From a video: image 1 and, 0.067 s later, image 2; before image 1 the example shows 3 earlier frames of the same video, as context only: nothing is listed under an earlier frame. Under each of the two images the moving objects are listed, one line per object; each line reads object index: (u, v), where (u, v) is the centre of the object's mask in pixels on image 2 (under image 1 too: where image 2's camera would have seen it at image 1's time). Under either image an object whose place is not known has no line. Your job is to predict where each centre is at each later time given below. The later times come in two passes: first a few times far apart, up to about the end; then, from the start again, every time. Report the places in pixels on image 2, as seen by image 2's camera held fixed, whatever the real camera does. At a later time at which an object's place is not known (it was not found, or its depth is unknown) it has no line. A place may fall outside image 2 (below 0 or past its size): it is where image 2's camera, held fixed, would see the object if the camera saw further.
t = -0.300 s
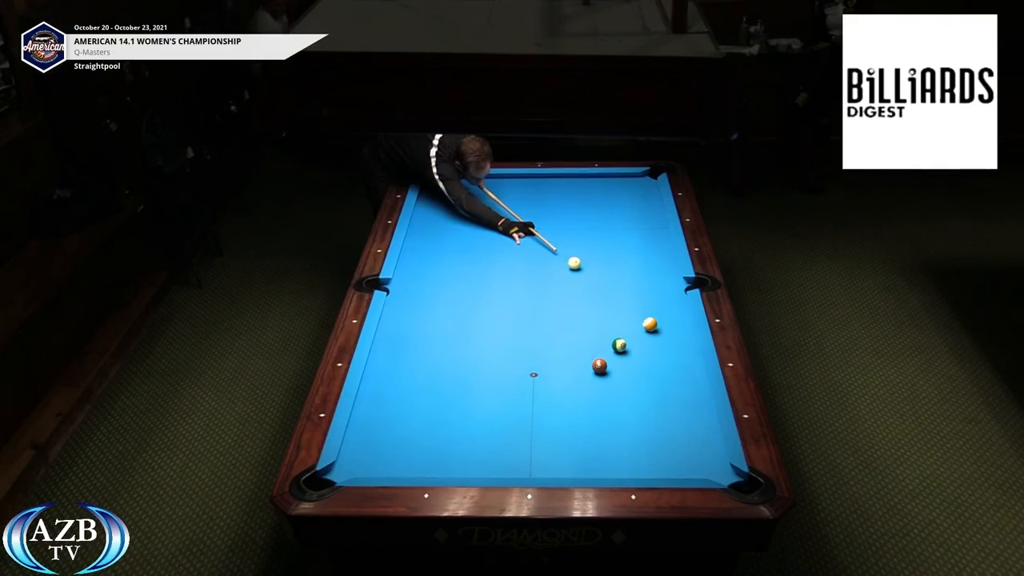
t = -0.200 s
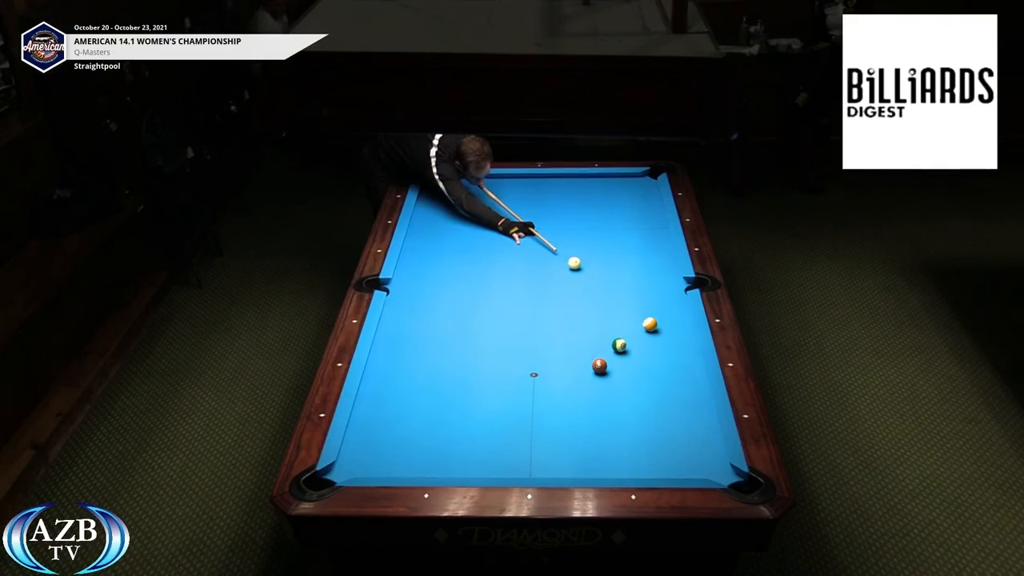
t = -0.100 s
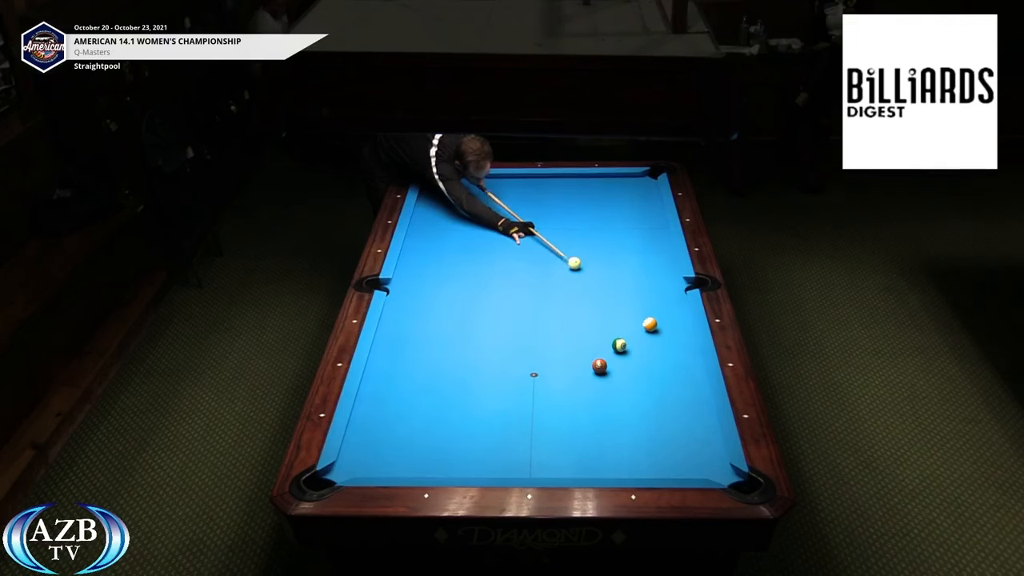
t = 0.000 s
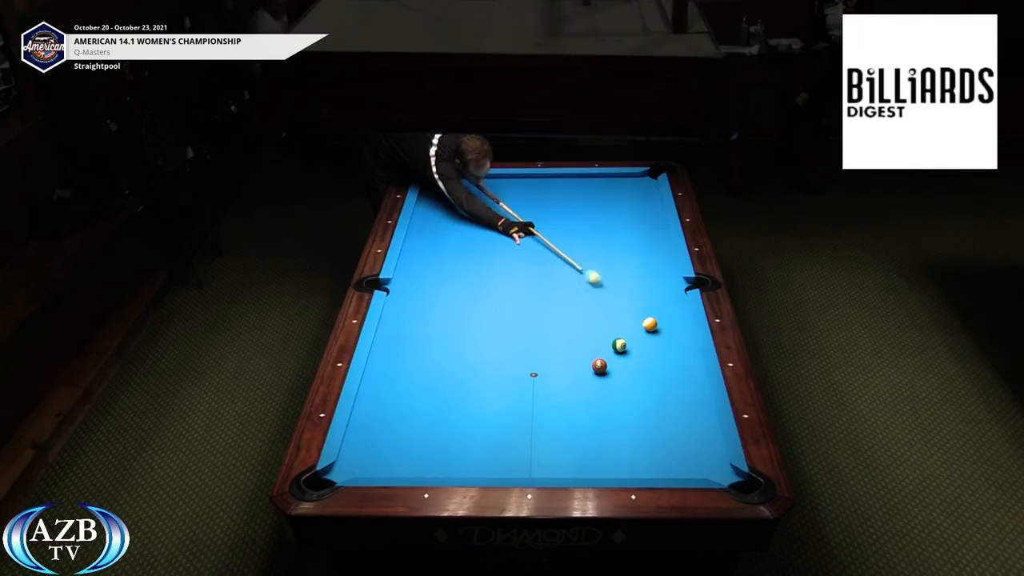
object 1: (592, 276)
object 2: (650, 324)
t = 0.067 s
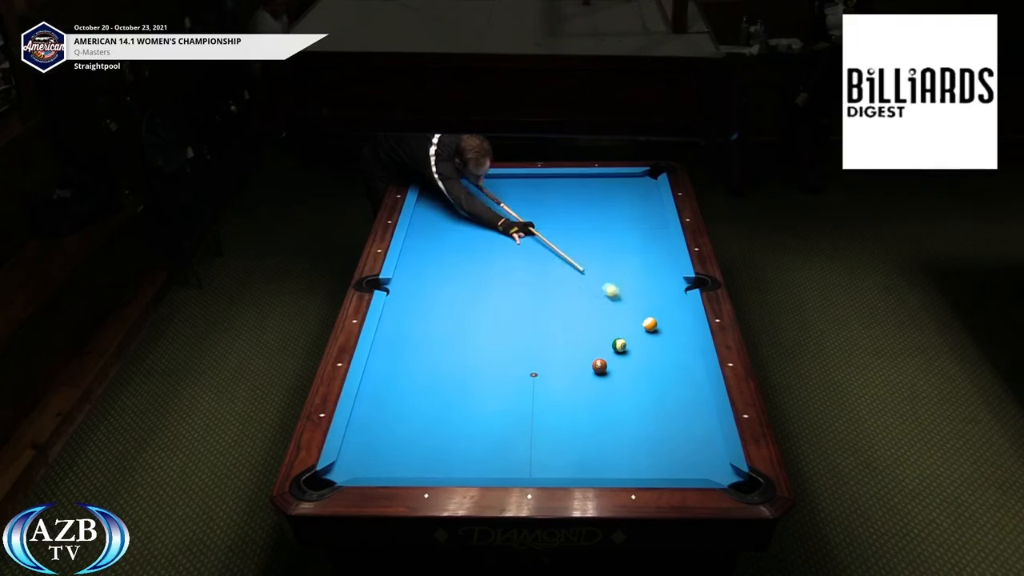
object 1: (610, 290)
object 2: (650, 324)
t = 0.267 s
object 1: (655, 316)
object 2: (657, 337)
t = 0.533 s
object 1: (682, 315)
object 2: (681, 384)
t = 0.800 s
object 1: (671, 310)
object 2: (706, 433)
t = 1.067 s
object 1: (658, 306)
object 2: (725, 477)
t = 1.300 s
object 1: (649, 303)
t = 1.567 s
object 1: (638, 300)
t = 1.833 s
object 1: (629, 298)
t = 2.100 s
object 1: (621, 295)
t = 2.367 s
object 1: (615, 293)
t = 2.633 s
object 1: (609, 292)
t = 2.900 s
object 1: (605, 291)
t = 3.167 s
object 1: (602, 290)
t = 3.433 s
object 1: (600, 290)
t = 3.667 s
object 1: (599, 290)
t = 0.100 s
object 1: (620, 297)
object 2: (650, 324)
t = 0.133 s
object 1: (629, 304)
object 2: (650, 324)
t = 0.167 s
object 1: (637, 310)
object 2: (650, 324)
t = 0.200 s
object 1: (645, 314)
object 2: (650, 325)
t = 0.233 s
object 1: (651, 317)
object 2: (653, 331)
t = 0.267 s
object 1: (655, 316)
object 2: (657, 337)
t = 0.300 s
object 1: (659, 316)
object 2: (660, 343)
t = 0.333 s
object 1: (662, 316)
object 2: (663, 349)
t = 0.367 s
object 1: (665, 316)
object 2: (666, 355)
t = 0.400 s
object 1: (668, 315)
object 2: (669, 361)
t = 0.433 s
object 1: (672, 315)
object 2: (672, 367)
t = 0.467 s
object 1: (675, 315)
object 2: (675, 373)
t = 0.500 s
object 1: (678, 315)
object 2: (678, 378)
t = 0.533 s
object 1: (682, 315)
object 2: (681, 384)
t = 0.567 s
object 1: (684, 314)
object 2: (684, 389)
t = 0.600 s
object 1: (682, 314)
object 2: (687, 395)
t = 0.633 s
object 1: (680, 313)
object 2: (690, 401)
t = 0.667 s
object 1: (679, 313)
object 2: (693, 407)
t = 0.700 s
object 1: (677, 312)
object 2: (696, 414)
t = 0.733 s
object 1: (675, 311)
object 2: (700, 420)
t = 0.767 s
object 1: (673, 311)
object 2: (703, 427)
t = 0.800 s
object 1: (671, 310)
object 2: (706, 433)
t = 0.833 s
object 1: (670, 310)
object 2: (710, 439)
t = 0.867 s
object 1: (668, 309)
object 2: (713, 446)
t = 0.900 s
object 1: (666, 309)
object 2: (717, 453)
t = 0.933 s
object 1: (665, 308)
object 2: (718, 460)
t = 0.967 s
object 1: (663, 308)
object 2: (719, 466)
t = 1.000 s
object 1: (662, 307)
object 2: (719, 472)
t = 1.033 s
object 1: (660, 307)
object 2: (721, 477)
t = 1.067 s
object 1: (658, 306)
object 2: (725, 477)
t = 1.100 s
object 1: (657, 306)
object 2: (728, 477)
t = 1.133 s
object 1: (656, 305)
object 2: (733, 478)
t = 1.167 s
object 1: (654, 305)
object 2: (738, 479)
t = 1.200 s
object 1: (652, 304)
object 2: (741, 484)
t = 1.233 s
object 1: (651, 304)
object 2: (743, 489)
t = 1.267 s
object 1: (650, 304)
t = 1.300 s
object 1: (649, 303)
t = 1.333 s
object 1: (647, 303)
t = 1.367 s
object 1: (646, 303)
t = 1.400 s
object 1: (644, 302)
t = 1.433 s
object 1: (643, 302)
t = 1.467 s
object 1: (642, 301)
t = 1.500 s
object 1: (640, 301)
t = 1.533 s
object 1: (639, 301)
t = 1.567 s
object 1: (638, 300)
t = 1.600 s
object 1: (637, 300)
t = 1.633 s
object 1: (636, 300)
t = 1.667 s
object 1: (634, 299)
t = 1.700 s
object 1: (633, 299)
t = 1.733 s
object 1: (632, 299)
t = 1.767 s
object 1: (631, 298)
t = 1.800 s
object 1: (630, 298)
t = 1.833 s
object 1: (629, 298)
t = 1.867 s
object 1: (628, 297)
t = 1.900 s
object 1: (627, 297)
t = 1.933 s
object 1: (626, 296)
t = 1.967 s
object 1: (625, 296)
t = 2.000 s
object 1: (624, 296)
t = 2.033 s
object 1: (623, 296)
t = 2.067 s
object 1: (622, 295)
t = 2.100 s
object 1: (621, 295)
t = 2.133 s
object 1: (621, 295)
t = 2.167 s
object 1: (620, 295)
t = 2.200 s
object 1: (619, 294)
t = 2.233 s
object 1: (618, 294)
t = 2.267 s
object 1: (617, 294)
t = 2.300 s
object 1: (617, 294)
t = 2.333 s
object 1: (616, 293)
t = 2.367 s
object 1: (615, 293)
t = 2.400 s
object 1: (614, 293)
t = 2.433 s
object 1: (614, 293)
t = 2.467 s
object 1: (613, 293)
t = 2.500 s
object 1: (612, 292)
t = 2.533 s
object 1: (611, 292)
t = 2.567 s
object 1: (611, 292)
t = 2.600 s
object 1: (610, 292)
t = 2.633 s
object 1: (609, 292)
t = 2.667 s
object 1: (609, 291)
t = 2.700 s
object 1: (608, 291)
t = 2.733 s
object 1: (608, 291)
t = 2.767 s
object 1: (607, 291)
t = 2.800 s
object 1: (607, 291)
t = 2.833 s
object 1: (606, 291)
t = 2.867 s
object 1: (606, 291)
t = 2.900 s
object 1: (605, 291)
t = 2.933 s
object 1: (605, 290)
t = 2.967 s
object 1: (604, 290)
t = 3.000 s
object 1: (604, 290)
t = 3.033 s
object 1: (604, 290)
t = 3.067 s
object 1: (603, 290)
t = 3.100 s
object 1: (603, 290)
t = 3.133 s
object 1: (603, 290)
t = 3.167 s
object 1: (602, 290)
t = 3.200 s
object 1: (602, 290)
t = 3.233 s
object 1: (602, 290)
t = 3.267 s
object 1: (601, 290)
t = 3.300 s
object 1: (601, 290)
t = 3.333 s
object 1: (601, 290)
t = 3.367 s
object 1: (601, 290)
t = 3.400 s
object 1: (600, 290)
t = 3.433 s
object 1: (600, 290)
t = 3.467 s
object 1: (600, 290)
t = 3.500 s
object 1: (600, 290)
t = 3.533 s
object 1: (600, 290)
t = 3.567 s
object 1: (600, 290)
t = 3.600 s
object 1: (600, 290)
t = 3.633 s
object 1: (599, 290)
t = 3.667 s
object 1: (599, 290)
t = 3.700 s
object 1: (599, 290)
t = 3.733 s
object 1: (599, 290)
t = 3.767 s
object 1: (599, 290)
